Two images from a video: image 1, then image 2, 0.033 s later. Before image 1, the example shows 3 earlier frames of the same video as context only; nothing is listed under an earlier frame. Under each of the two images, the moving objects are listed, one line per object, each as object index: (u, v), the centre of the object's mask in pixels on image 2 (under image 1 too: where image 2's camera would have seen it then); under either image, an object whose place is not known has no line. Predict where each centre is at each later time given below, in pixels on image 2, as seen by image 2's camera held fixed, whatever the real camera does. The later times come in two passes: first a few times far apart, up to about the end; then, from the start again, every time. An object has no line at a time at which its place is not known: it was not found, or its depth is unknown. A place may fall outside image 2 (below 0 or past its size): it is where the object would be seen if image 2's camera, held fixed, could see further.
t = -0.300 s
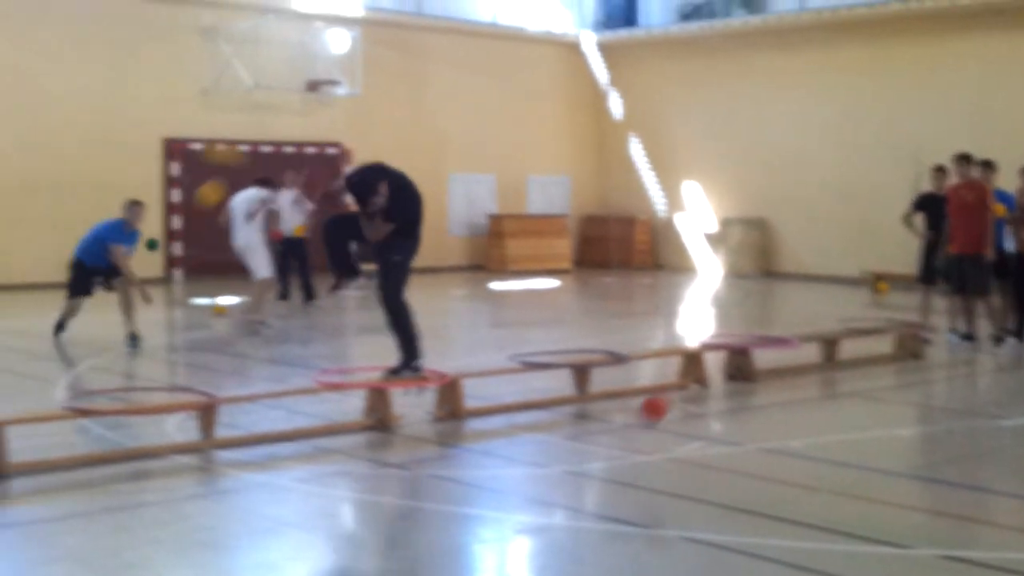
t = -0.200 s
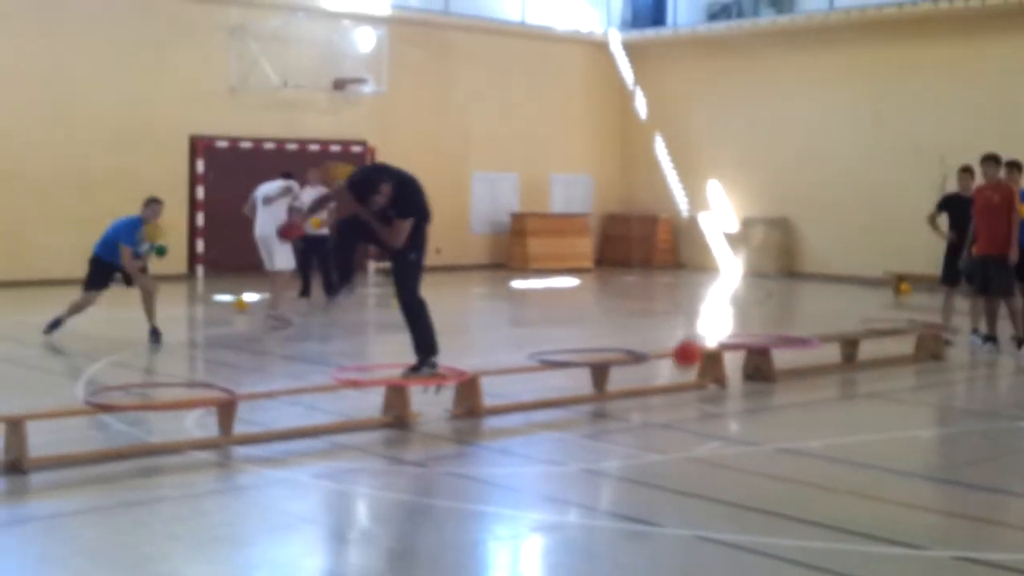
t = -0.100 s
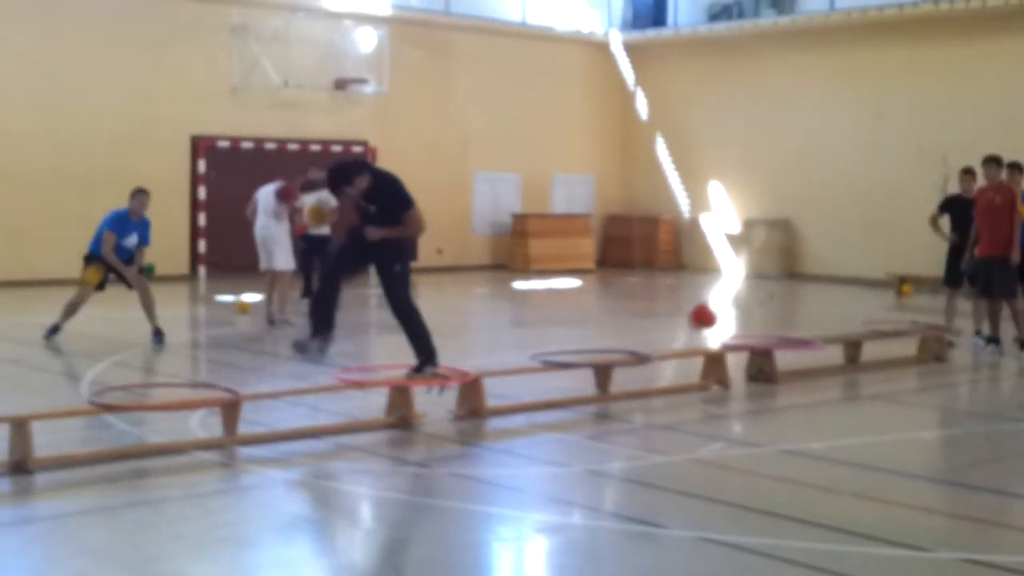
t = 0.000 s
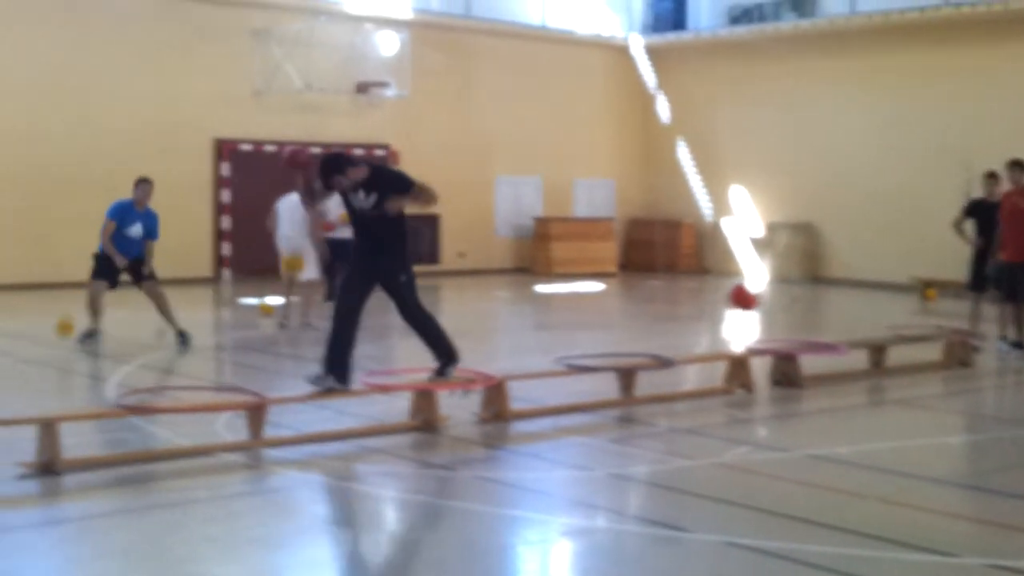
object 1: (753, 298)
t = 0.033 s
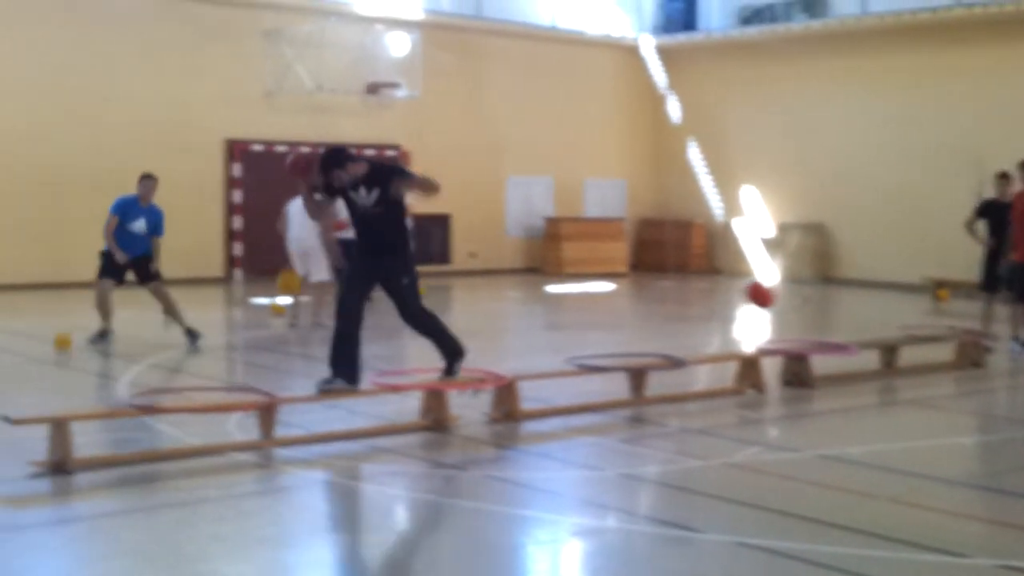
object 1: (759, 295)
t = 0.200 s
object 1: (786, 309)
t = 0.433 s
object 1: (825, 432)
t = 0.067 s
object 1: (765, 294)
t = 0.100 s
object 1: (772, 293)
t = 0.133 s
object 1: (777, 297)
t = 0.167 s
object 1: (782, 302)
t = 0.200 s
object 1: (786, 309)
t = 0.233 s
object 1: (791, 319)
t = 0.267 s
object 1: (797, 330)
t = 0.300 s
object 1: (802, 344)
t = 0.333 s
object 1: (807, 364)
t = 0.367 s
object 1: (813, 384)
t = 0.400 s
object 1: (820, 406)
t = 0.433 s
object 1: (825, 432)
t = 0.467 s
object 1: (831, 461)
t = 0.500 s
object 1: (837, 494)
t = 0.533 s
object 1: (843, 527)
